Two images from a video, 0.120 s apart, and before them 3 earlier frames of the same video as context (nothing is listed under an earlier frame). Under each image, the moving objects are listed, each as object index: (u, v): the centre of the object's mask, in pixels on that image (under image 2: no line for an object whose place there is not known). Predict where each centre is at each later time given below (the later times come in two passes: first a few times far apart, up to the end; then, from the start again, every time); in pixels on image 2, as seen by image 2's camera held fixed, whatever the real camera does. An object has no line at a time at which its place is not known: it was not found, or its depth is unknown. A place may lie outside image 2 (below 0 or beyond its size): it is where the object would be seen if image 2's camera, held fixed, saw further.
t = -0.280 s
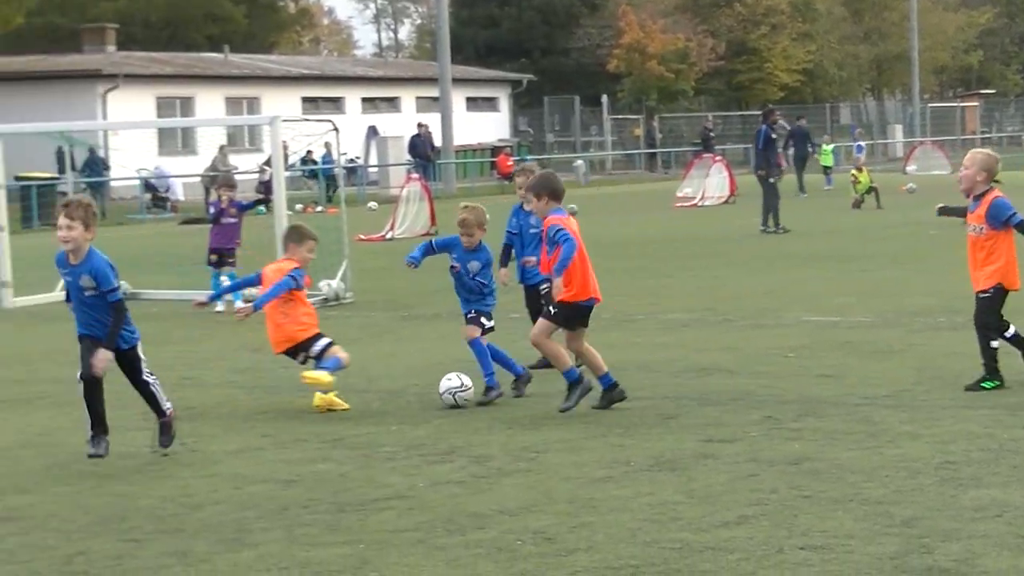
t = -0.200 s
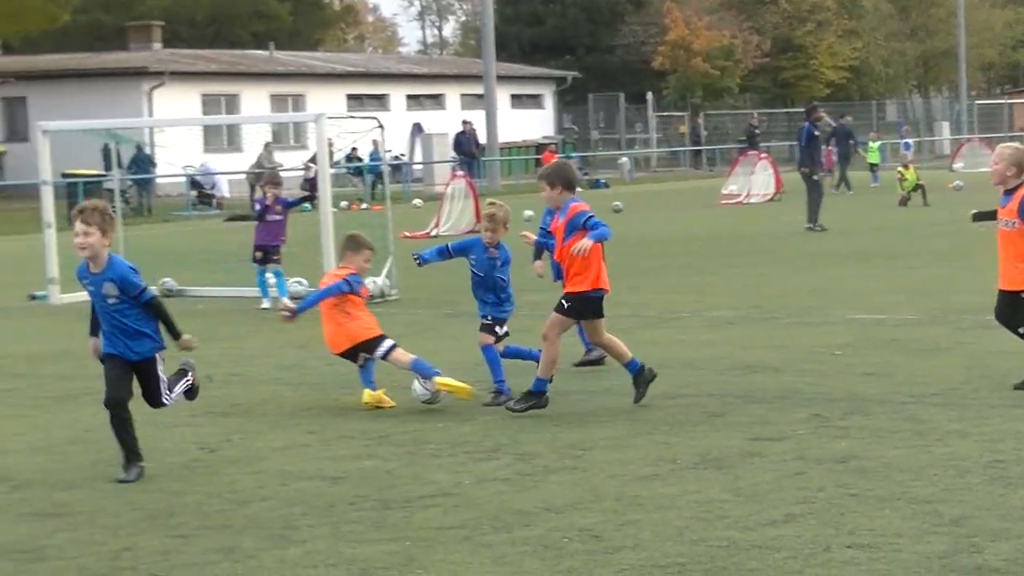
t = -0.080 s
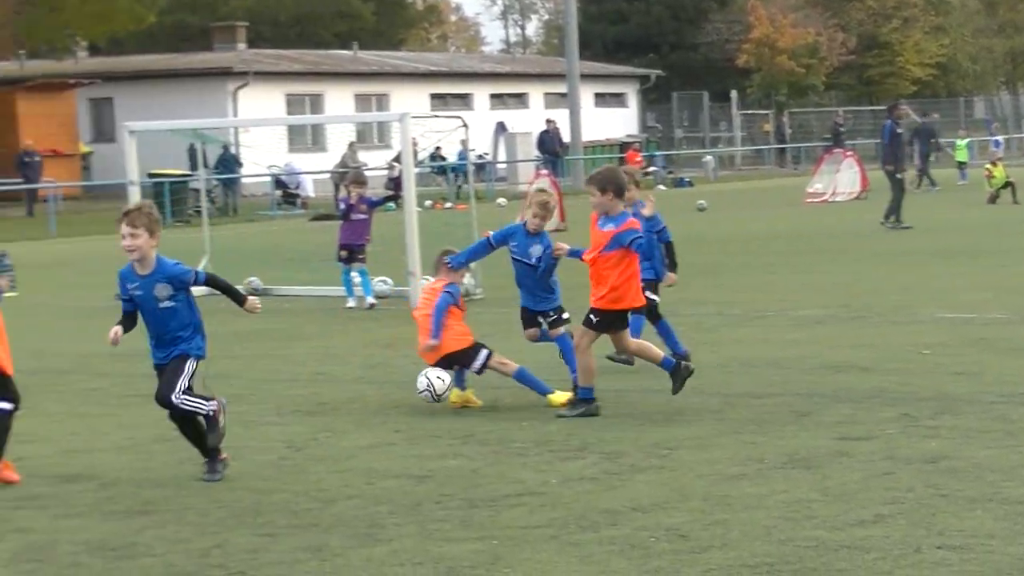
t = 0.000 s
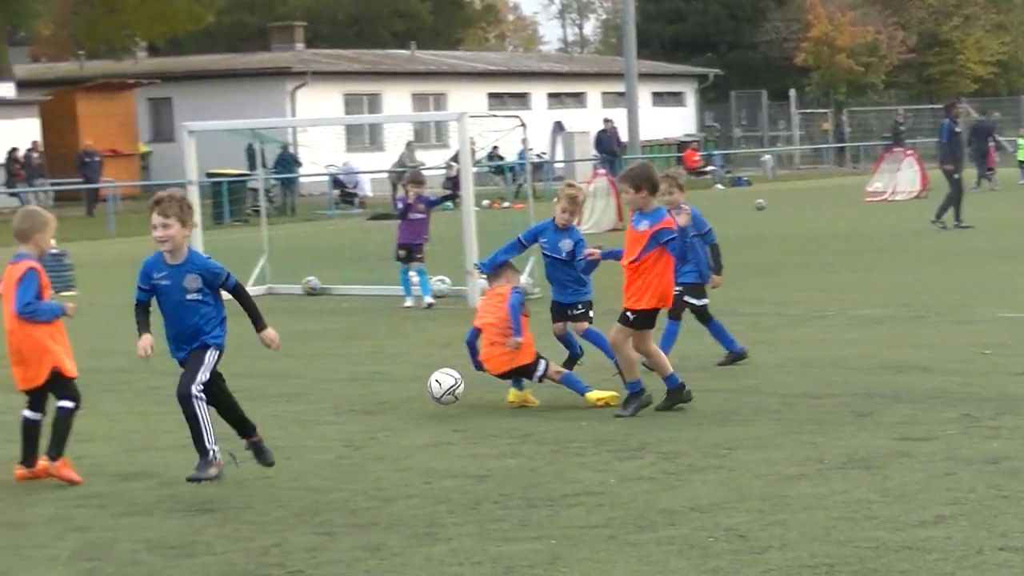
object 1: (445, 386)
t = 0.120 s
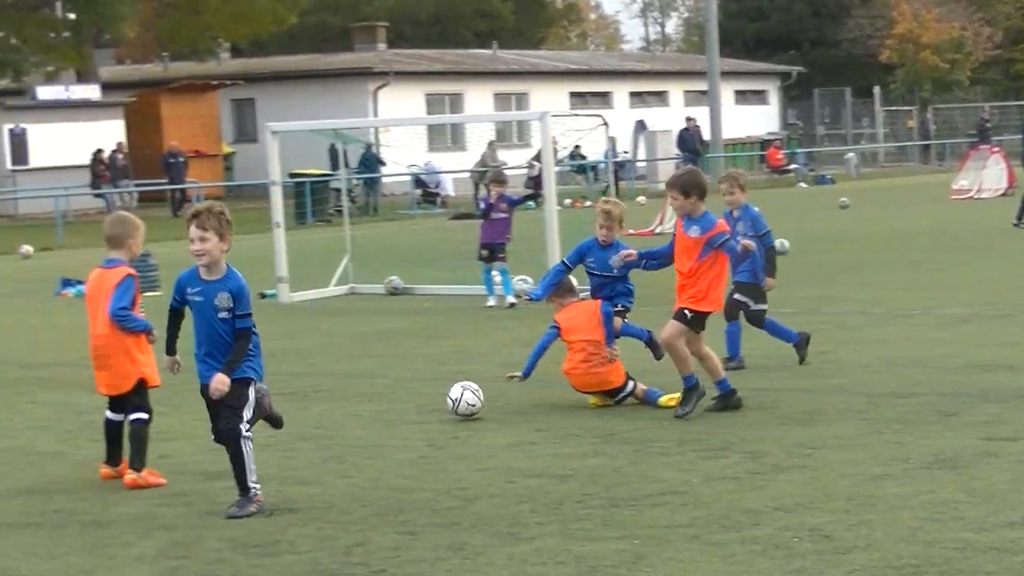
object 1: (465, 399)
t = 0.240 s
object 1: (422, 402)
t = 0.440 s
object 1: (355, 411)
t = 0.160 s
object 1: (450, 397)
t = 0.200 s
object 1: (436, 398)
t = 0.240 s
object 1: (422, 402)
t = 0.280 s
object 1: (409, 408)
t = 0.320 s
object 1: (396, 407)
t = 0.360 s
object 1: (382, 409)
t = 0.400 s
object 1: (369, 411)
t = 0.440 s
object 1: (355, 411)
